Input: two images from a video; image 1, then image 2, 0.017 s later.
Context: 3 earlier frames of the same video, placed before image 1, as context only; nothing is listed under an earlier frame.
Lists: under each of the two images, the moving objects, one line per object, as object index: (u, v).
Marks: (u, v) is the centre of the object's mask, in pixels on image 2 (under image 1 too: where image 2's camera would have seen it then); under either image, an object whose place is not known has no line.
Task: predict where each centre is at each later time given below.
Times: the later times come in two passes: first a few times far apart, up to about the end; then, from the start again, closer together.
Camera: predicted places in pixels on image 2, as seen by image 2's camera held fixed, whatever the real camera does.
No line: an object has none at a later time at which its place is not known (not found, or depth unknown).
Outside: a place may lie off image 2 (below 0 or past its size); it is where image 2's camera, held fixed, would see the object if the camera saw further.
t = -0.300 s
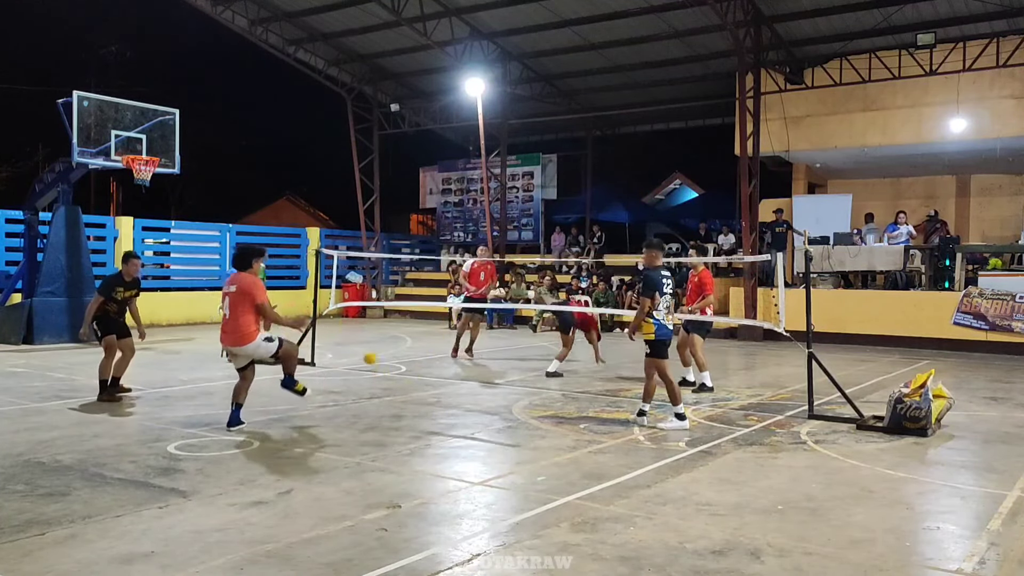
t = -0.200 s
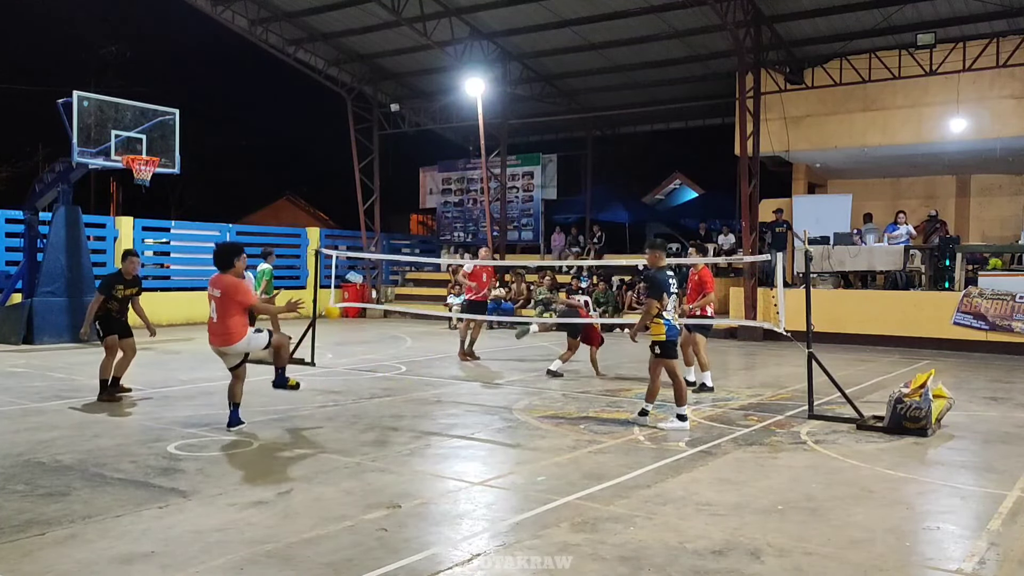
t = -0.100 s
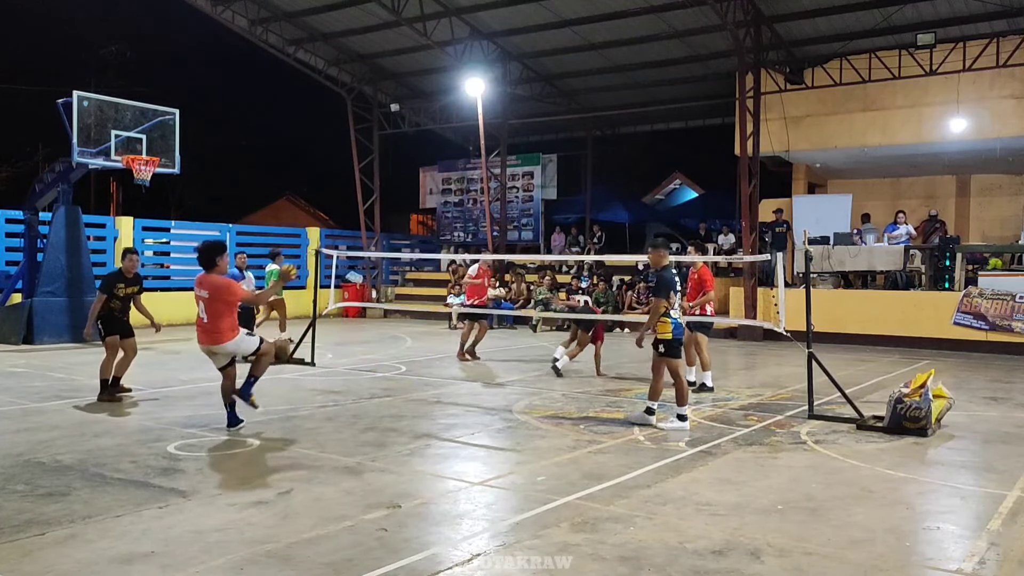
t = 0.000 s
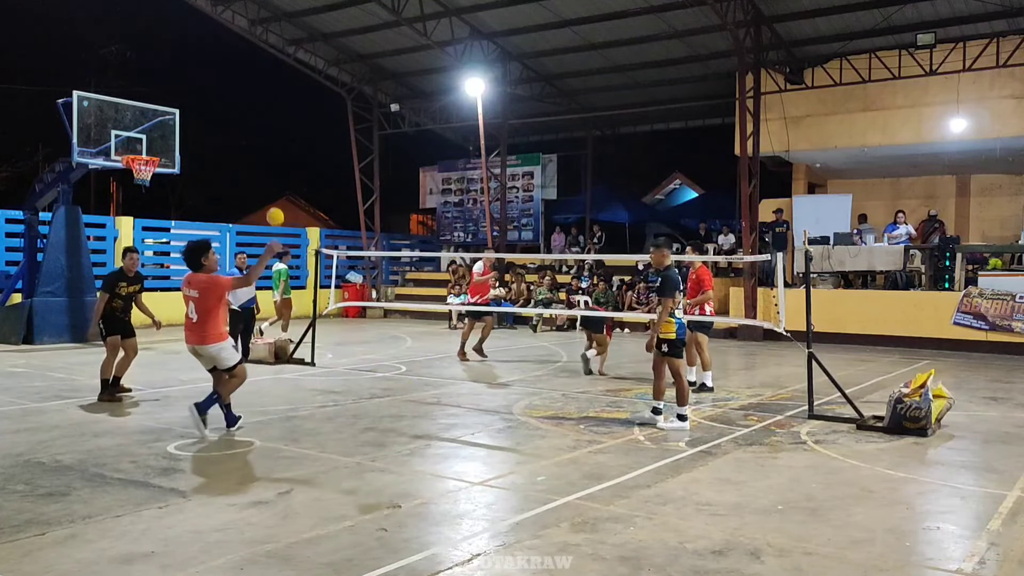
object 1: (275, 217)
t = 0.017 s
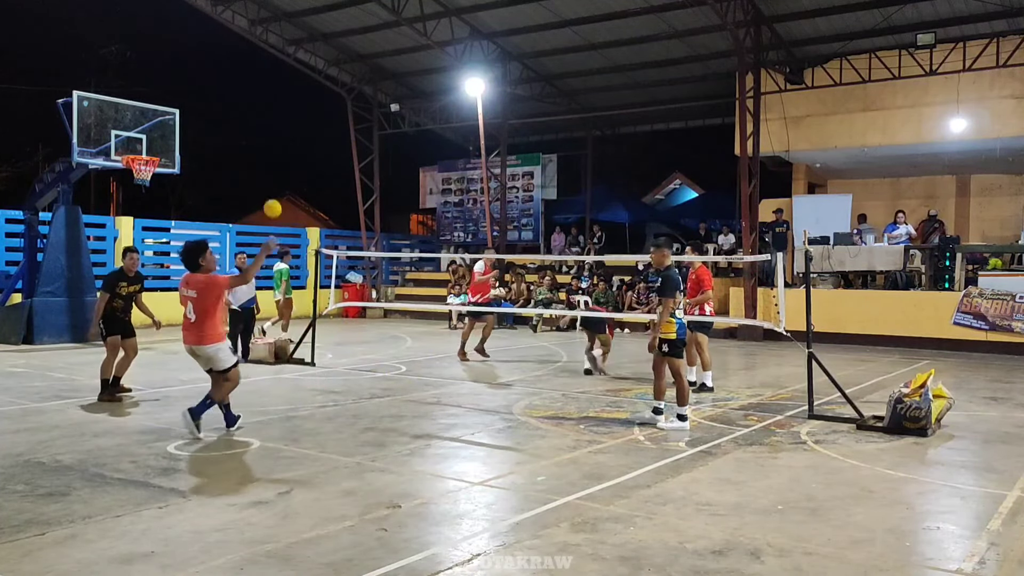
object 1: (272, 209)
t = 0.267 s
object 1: (230, 120)
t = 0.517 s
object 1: (181, 108)
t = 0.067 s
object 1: (265, 186)
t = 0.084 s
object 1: (262, 179)
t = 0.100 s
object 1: (259, 172)
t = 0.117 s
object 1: (256, 165)
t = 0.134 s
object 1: (254, 159)
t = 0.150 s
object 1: (251, 153)
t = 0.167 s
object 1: (248, 148)
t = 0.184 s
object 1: (245, 142)
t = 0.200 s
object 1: (242, 137)
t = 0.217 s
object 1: (239, 133)
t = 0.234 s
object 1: (236, 128)
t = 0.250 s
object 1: (233, 124)
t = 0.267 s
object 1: (230, 120)
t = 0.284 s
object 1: (227, 117)
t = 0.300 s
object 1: (224, 114)
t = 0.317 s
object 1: (221, 111)
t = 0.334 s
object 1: (218, 109)
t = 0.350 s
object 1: (215, 107)
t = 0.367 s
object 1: (212, 105)
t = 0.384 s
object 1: (208, 104)
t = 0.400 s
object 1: (205, 103)
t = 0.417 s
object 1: (201, 103)
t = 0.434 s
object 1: (198, 102)
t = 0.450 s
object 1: (195, 103)
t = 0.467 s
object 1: (191, 103)
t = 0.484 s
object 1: (188, 104)
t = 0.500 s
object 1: (184, 106)
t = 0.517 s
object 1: (181, 108)
